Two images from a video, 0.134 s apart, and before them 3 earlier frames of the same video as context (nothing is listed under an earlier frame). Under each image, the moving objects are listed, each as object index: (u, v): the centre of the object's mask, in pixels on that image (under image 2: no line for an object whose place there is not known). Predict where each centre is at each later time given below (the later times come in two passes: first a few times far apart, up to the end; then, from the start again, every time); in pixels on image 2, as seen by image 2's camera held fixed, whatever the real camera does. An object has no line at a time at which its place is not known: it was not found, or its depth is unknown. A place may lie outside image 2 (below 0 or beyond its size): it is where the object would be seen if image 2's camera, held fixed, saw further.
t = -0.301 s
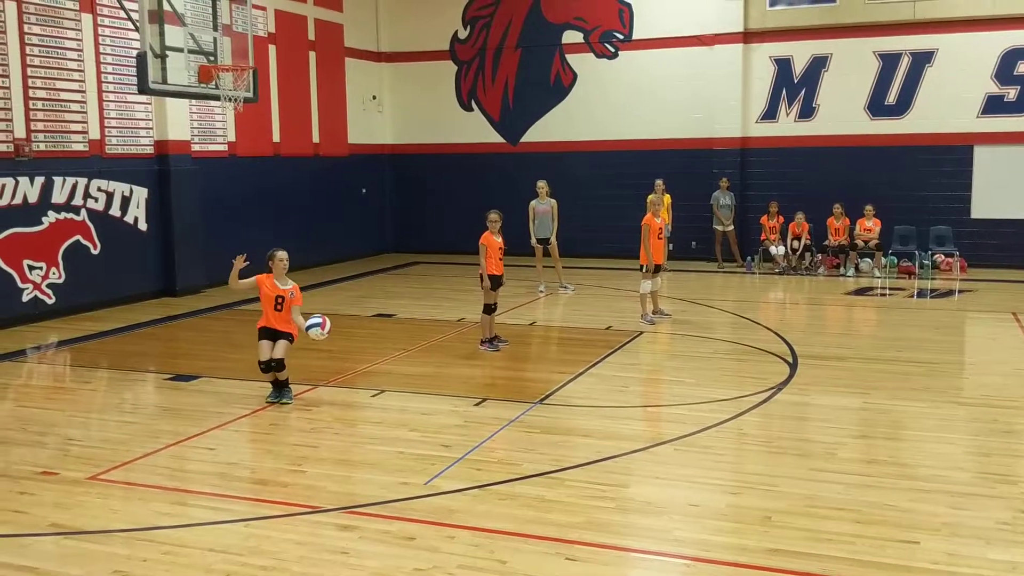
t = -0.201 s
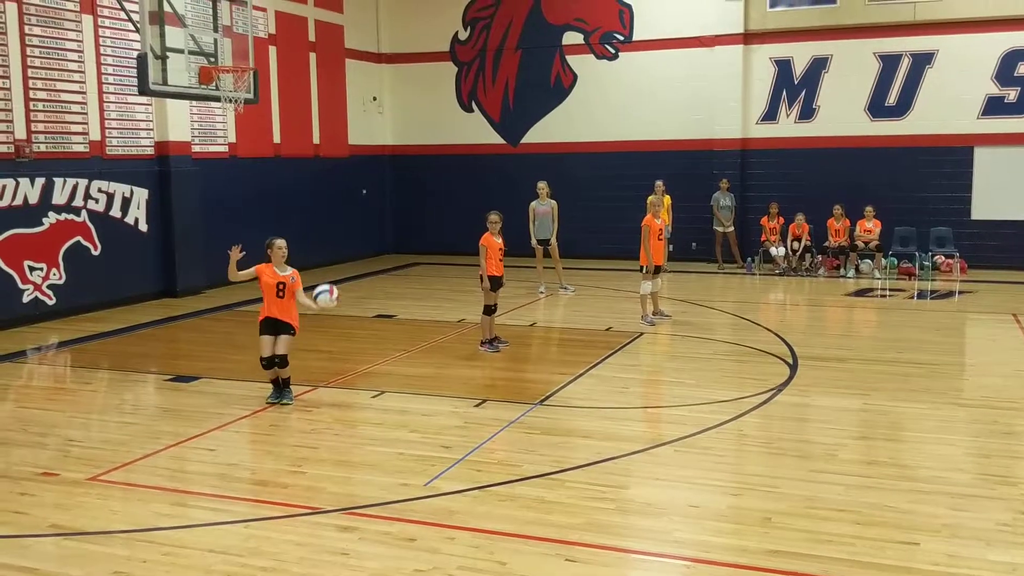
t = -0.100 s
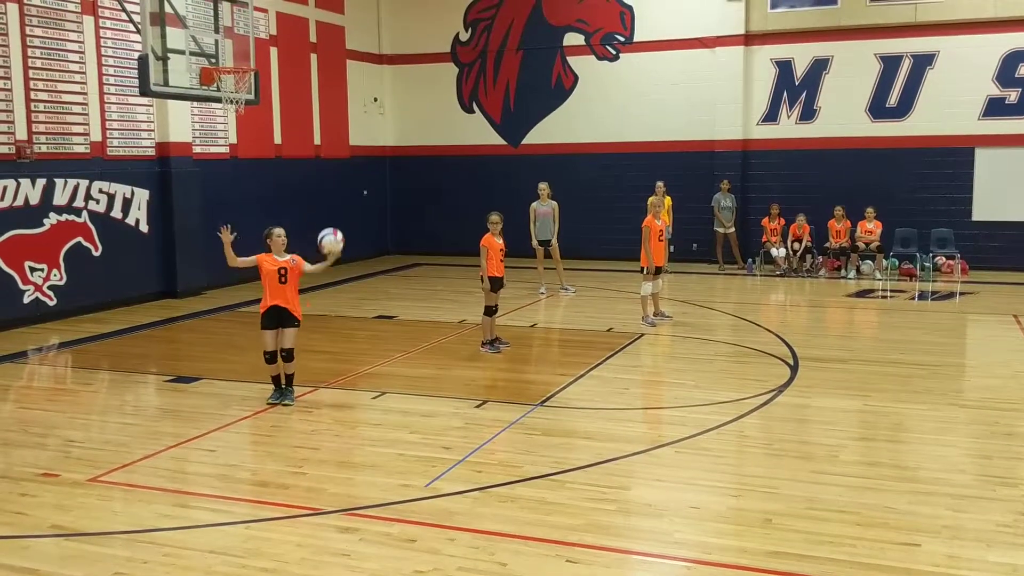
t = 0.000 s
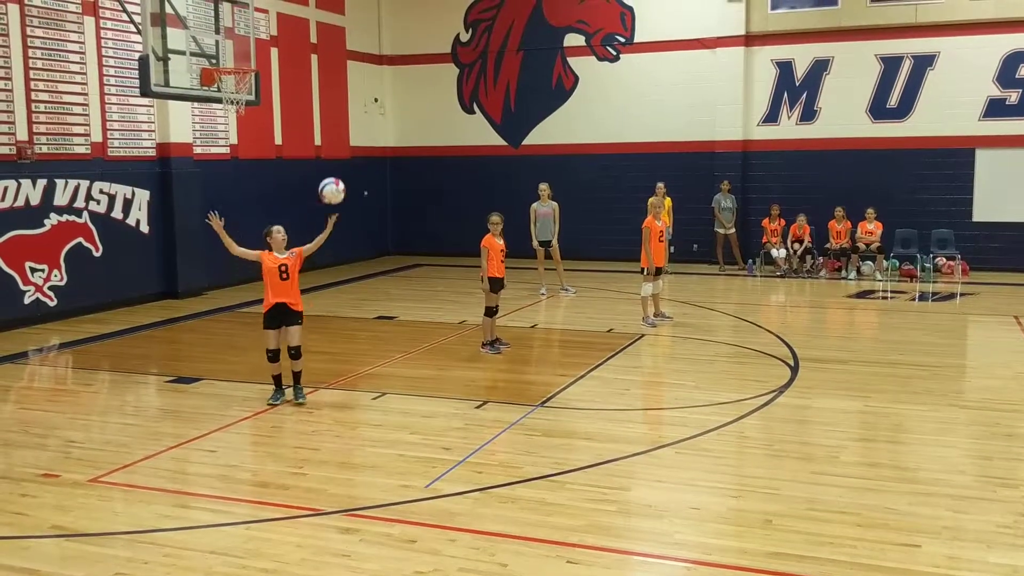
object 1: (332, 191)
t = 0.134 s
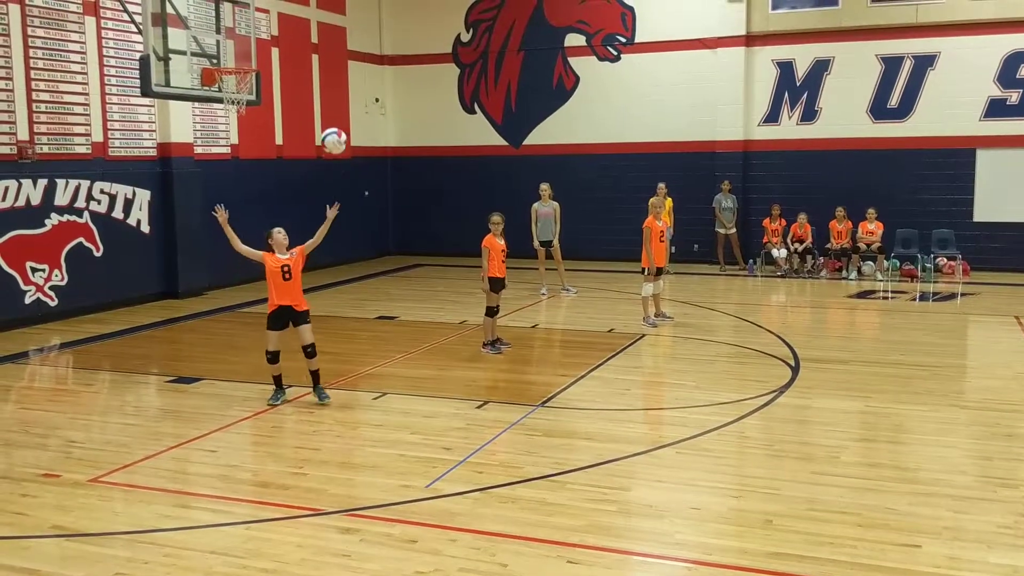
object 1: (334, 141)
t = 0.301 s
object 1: (335, 109)
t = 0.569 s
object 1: (341, 127)
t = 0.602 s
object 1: (341, 135)
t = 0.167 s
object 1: (334, 132)
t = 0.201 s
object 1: (334, 124)
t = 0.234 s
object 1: (335, 118)
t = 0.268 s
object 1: (335, 113)
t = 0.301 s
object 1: (335, 109)
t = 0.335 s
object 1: (336, 107)
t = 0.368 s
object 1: (336, 106)
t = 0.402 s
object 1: (337, 106)
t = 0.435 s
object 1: (338, 107)
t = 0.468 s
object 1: (338, 110)
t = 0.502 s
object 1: (339, 115)
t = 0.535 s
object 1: (340, 120)
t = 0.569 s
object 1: (341, 127)
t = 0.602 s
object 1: (341, 135)
